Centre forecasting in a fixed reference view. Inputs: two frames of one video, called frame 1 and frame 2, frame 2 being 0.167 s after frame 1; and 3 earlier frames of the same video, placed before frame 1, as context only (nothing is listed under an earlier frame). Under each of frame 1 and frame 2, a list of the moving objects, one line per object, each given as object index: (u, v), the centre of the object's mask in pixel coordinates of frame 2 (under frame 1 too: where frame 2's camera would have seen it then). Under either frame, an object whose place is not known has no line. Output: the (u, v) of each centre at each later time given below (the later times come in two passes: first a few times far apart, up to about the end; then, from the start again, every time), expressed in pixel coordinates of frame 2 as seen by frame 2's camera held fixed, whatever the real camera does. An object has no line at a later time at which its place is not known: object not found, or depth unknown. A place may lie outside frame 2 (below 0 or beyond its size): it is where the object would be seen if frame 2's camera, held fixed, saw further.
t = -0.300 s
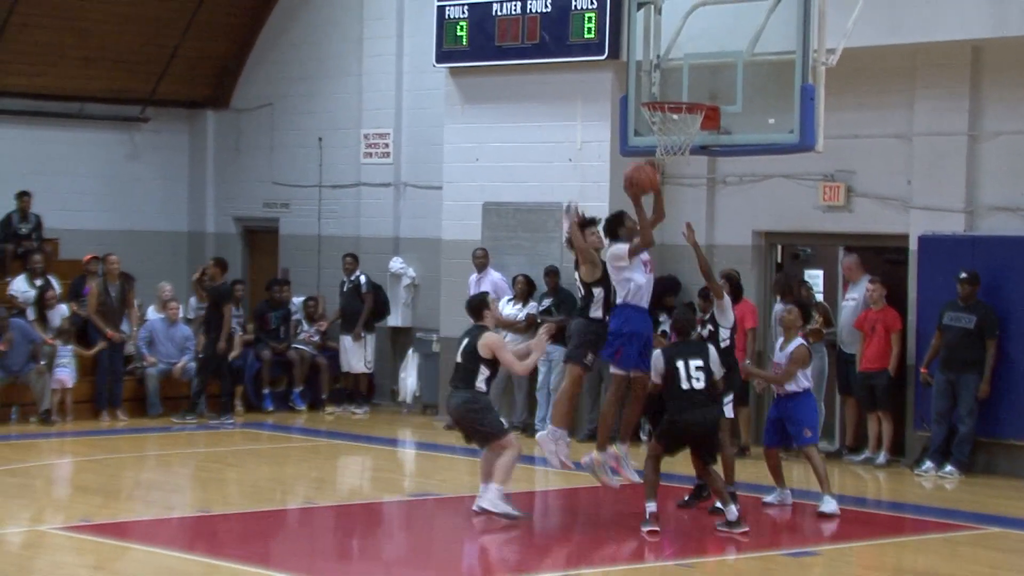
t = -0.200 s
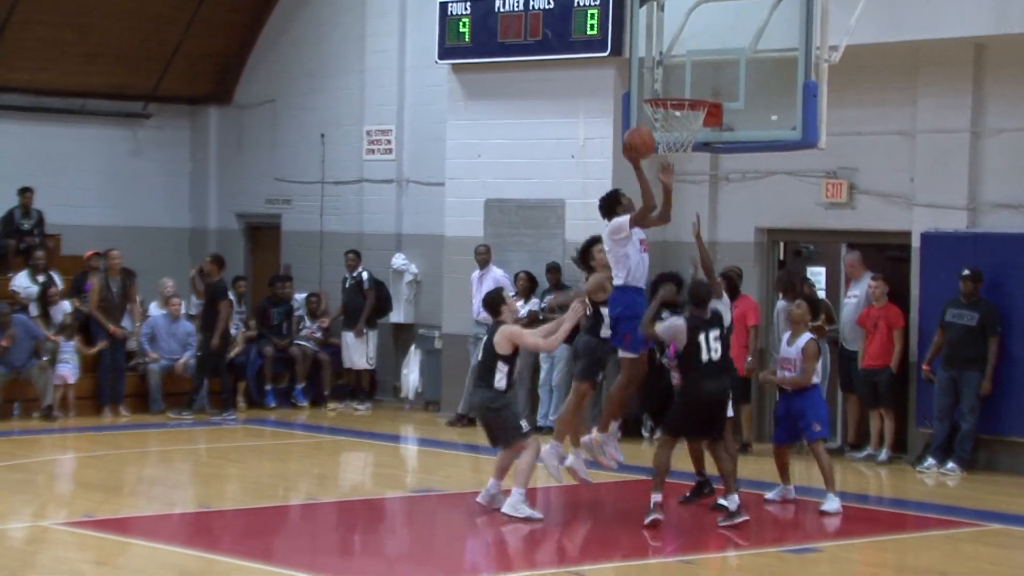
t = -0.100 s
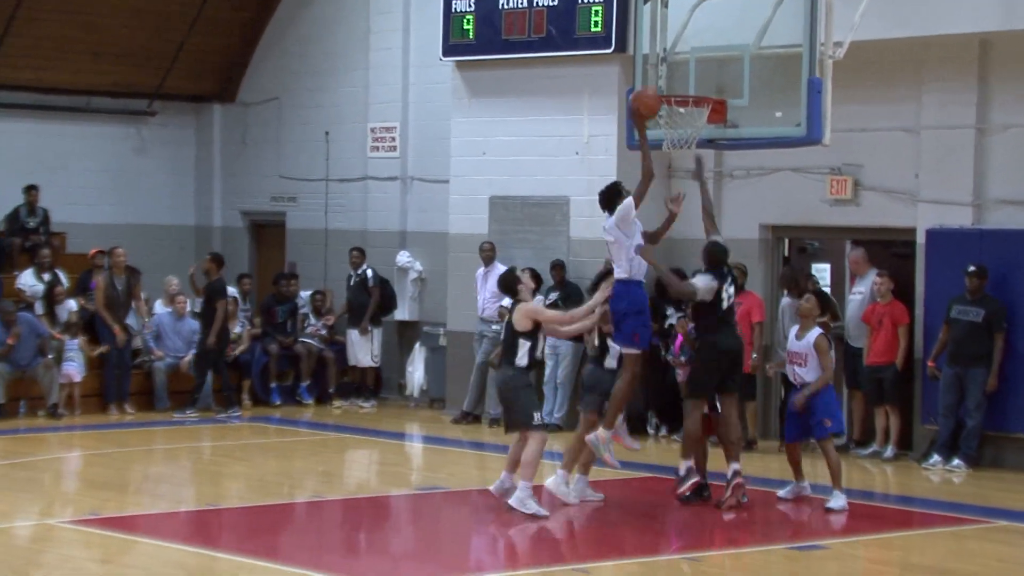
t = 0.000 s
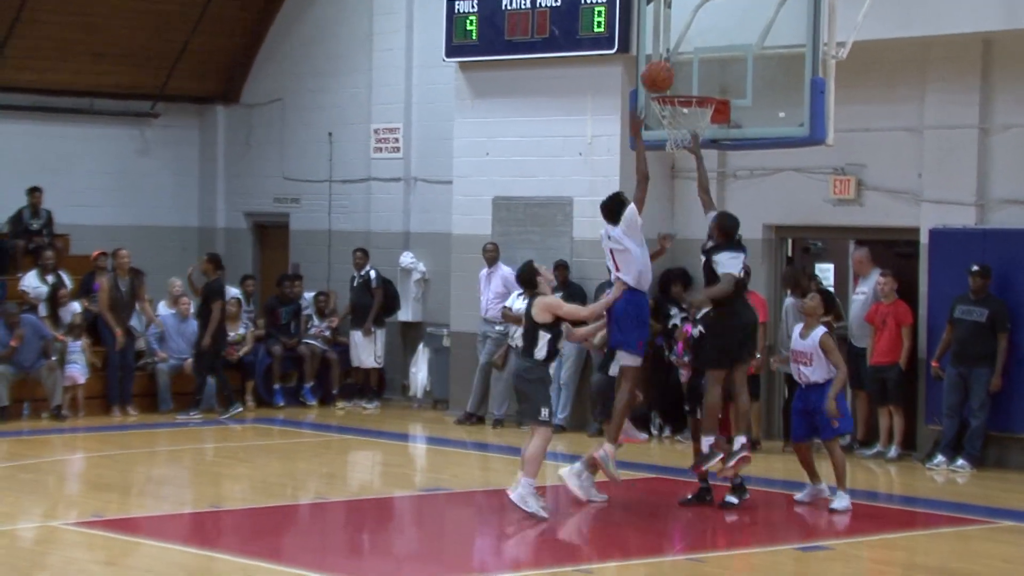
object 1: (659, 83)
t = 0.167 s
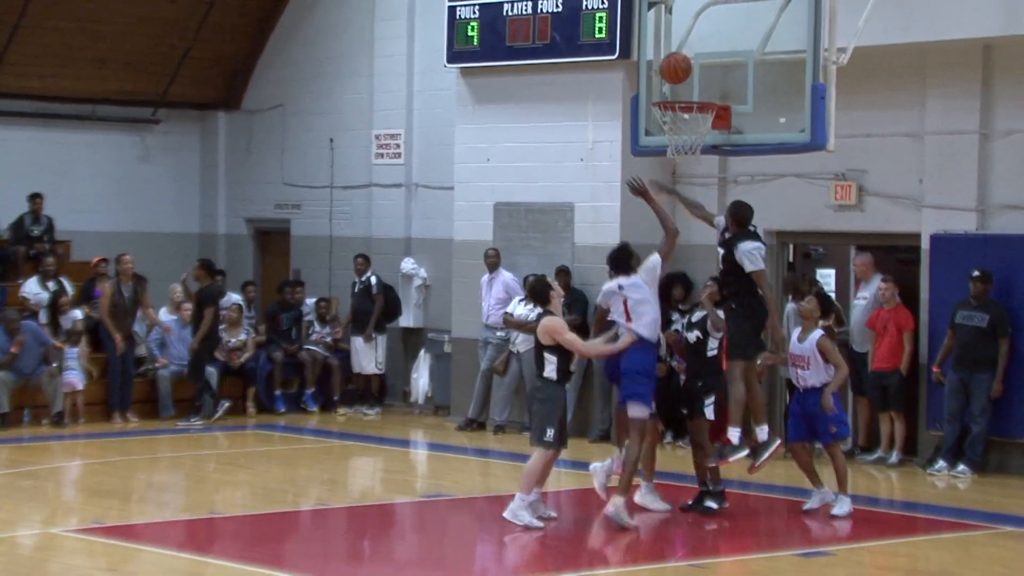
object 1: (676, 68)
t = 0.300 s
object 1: (688, 82)
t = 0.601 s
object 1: (699, 161)
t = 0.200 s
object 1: (679, 69)
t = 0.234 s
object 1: (682, 72)
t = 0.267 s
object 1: (685, 76)
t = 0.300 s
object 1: (688, 82)
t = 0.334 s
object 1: (692, 89)
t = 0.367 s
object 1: (696, 95)
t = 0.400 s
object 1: (698, 108)
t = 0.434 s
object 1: (699, 120)
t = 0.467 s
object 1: (702, 130)
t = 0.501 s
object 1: (701, 139)
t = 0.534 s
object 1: (702, 144)
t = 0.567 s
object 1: (701, 154)
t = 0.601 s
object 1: (699, 161)
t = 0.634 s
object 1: (699, 170)
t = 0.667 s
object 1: (697, 181)
